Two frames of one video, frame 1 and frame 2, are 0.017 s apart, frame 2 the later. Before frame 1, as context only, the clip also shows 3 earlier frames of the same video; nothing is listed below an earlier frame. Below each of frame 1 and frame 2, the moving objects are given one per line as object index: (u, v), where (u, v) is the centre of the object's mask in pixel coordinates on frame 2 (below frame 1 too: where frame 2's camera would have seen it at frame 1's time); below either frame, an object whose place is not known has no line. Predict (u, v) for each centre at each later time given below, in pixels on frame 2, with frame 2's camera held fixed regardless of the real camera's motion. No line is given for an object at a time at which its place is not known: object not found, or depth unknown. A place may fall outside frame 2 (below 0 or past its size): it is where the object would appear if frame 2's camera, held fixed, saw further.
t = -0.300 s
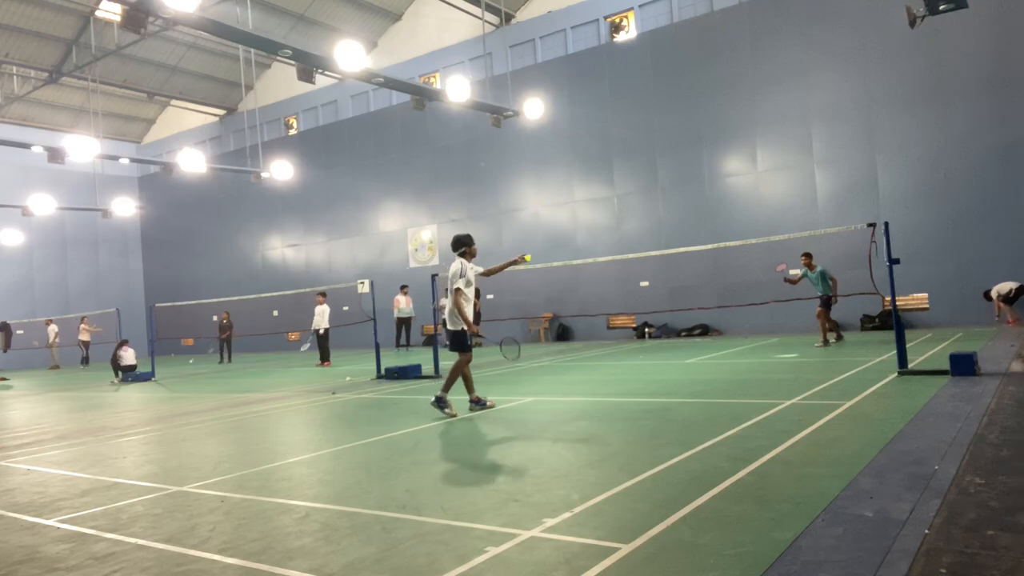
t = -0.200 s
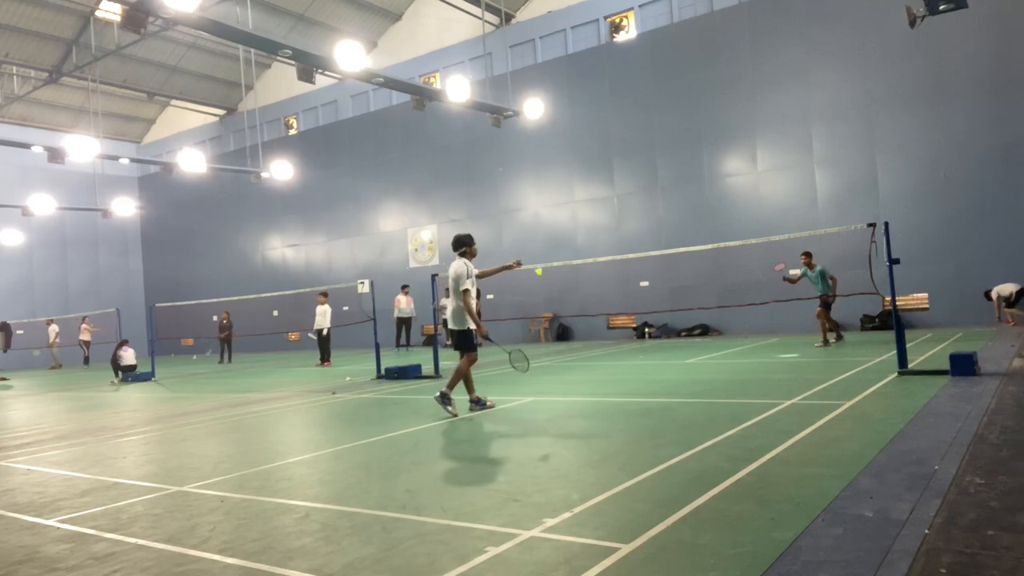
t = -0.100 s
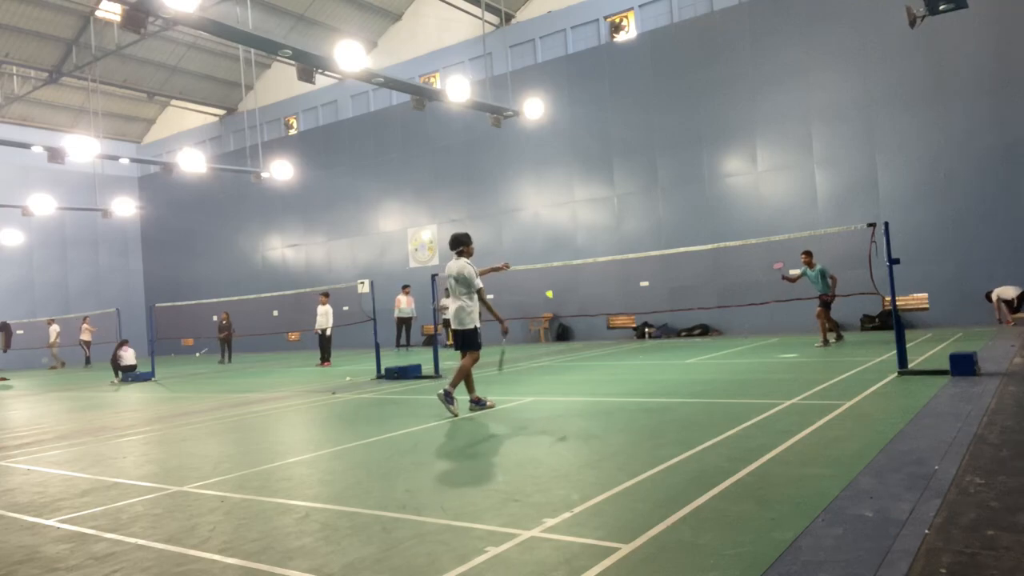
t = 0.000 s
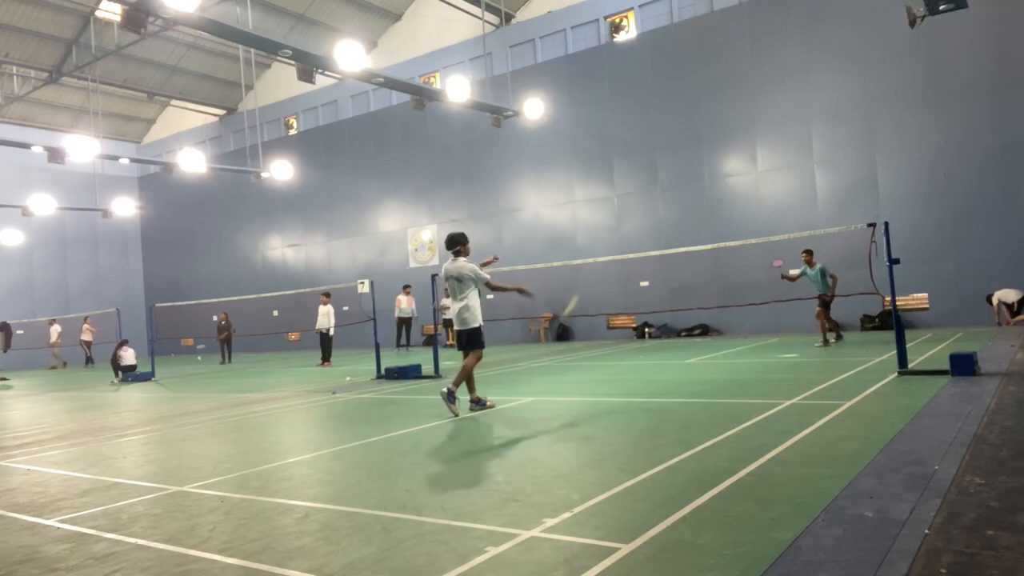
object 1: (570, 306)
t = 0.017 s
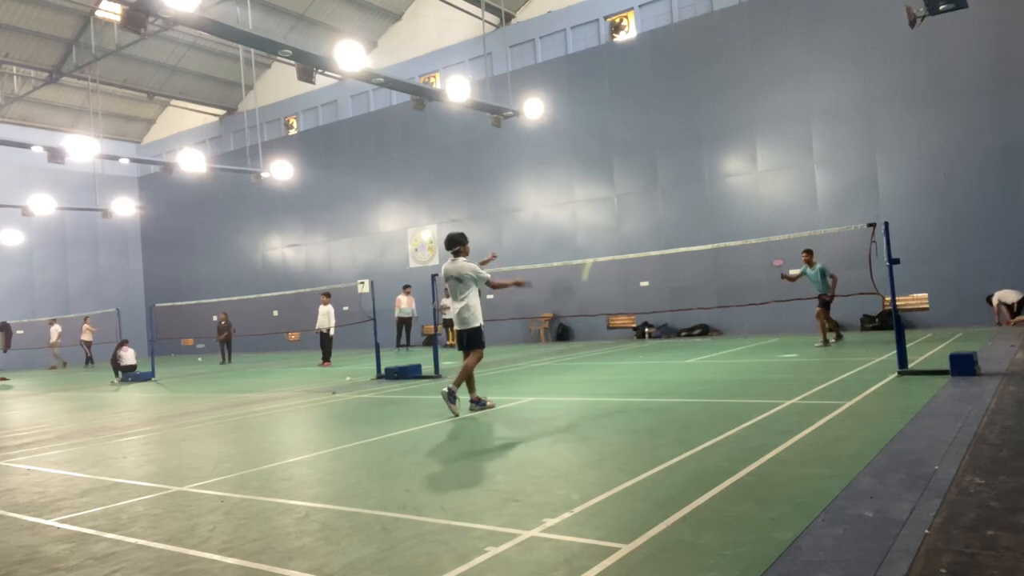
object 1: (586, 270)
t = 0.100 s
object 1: (636, 155)
